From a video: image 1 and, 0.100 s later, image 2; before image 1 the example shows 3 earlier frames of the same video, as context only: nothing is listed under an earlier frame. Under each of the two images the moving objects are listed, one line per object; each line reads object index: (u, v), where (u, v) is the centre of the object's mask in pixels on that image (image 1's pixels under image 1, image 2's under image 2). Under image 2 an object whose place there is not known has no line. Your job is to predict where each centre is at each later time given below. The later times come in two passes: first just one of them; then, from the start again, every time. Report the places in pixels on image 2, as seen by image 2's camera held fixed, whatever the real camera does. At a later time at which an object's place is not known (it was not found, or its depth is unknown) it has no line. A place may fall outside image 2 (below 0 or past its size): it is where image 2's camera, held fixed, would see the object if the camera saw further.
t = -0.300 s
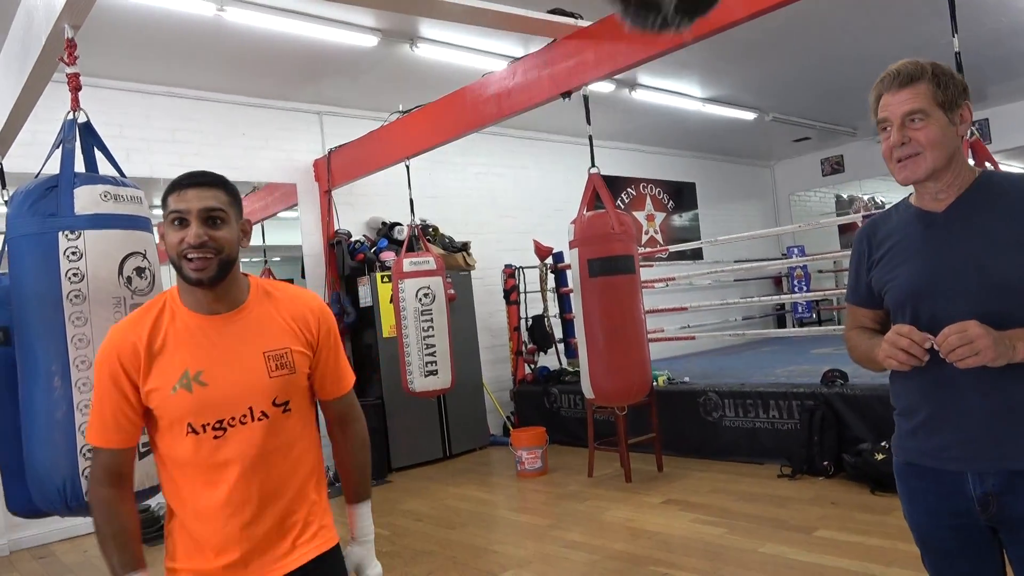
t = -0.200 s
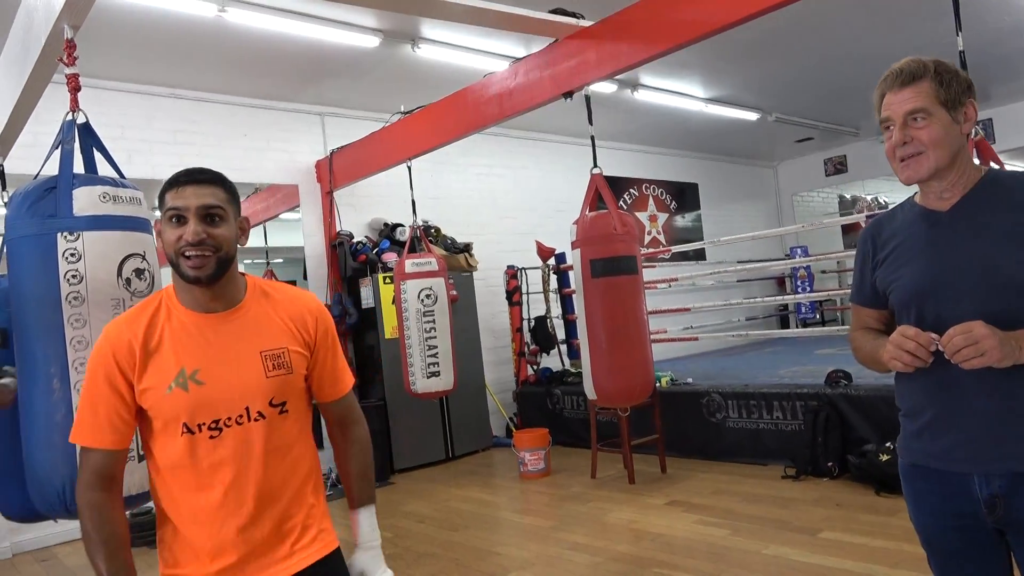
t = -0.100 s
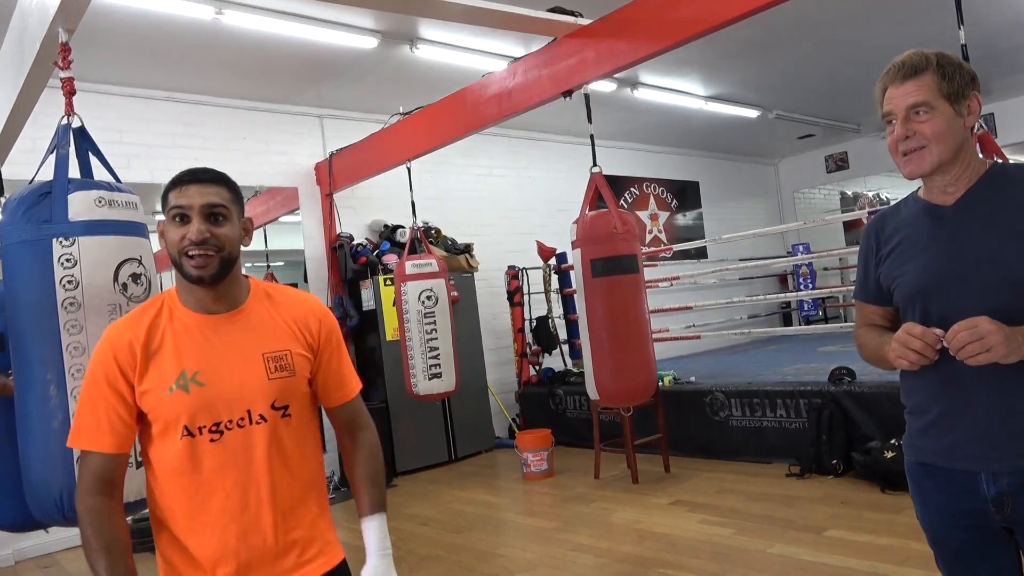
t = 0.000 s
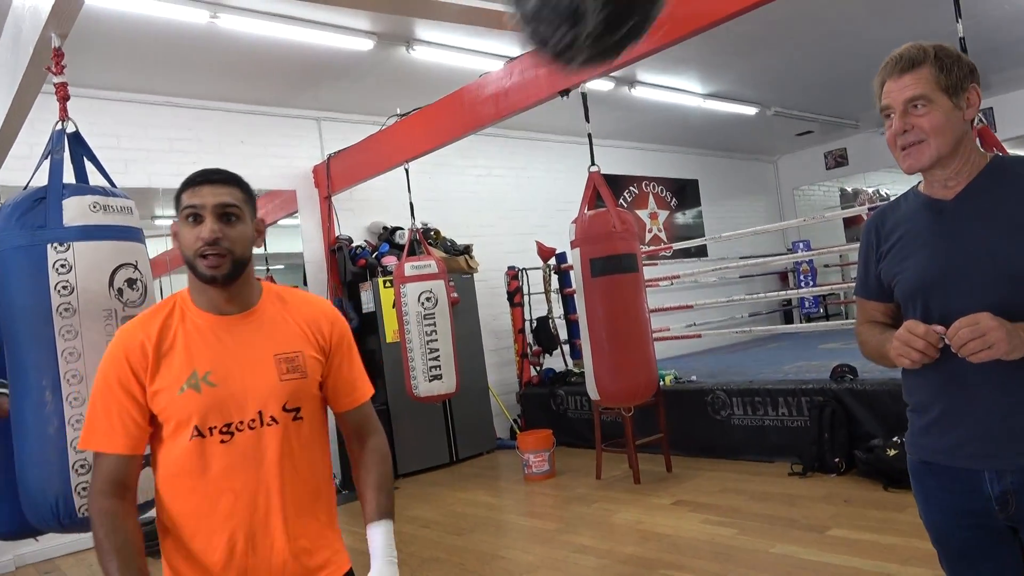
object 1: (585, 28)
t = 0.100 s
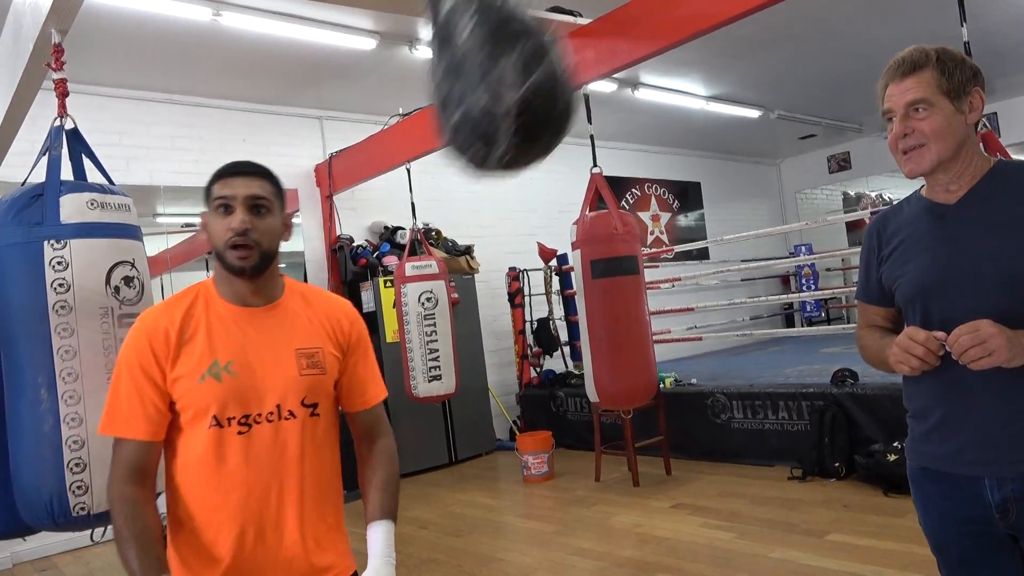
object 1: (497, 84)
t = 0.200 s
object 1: (412, 147)
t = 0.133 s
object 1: (465, 108)
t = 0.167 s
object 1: (437, 130)
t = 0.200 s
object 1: (412, 147)
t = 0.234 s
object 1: (389, 163)
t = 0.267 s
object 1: (371, 174)
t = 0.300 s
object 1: (350, 183)
